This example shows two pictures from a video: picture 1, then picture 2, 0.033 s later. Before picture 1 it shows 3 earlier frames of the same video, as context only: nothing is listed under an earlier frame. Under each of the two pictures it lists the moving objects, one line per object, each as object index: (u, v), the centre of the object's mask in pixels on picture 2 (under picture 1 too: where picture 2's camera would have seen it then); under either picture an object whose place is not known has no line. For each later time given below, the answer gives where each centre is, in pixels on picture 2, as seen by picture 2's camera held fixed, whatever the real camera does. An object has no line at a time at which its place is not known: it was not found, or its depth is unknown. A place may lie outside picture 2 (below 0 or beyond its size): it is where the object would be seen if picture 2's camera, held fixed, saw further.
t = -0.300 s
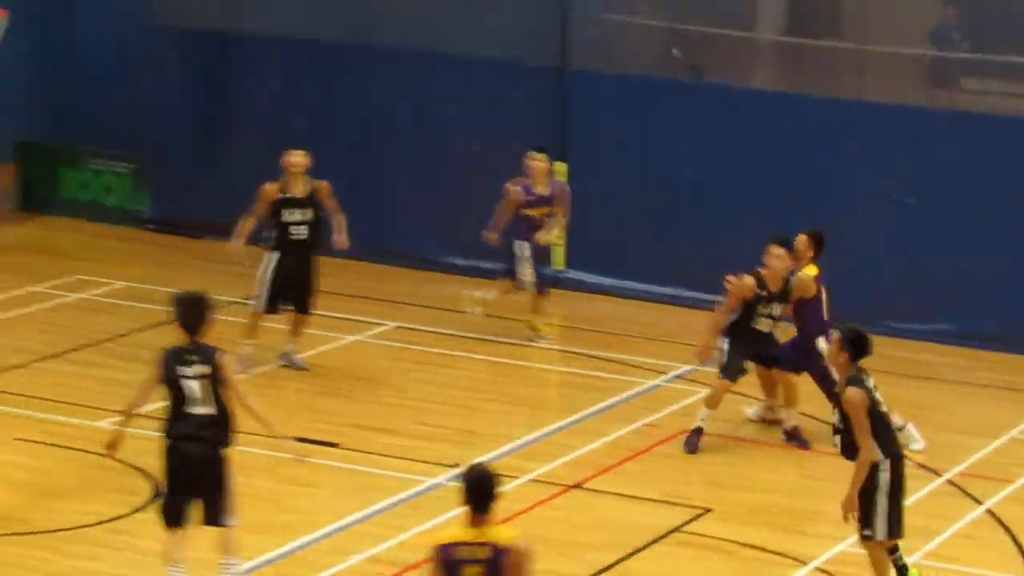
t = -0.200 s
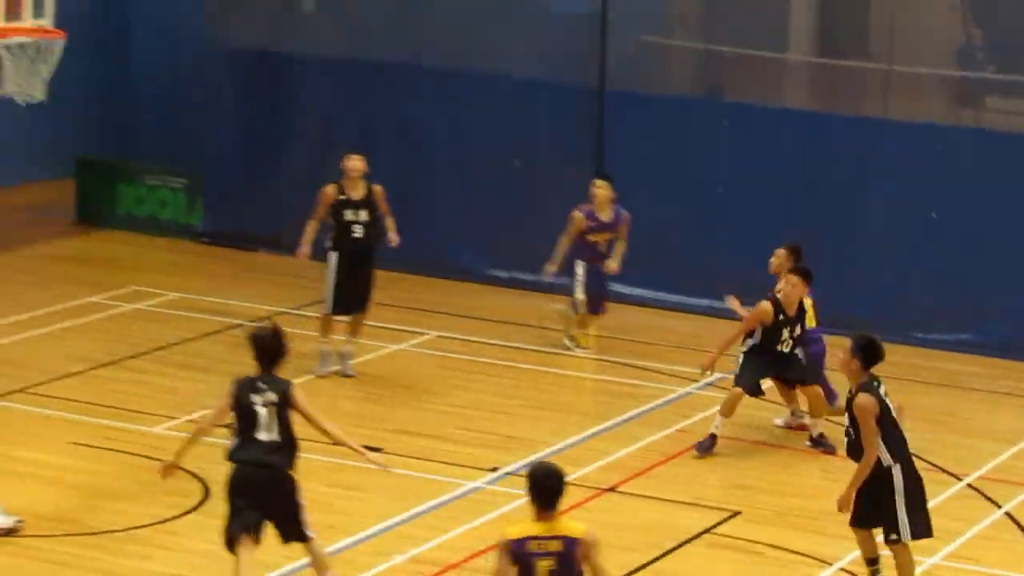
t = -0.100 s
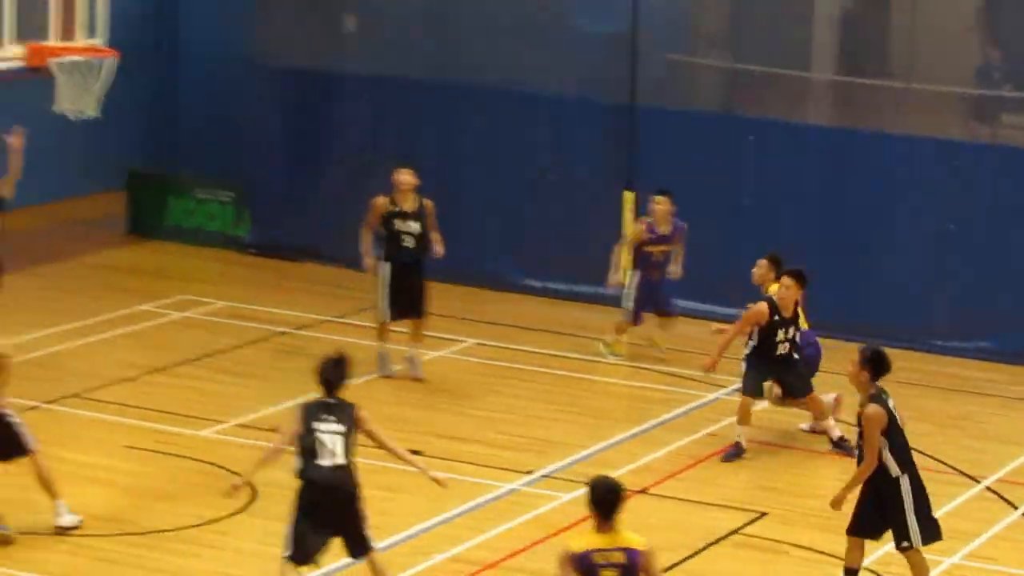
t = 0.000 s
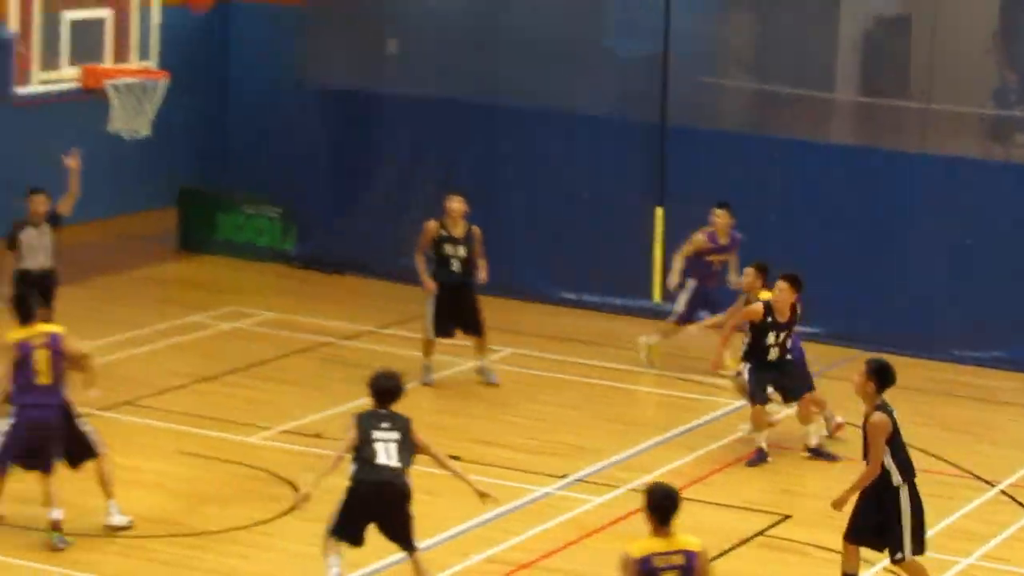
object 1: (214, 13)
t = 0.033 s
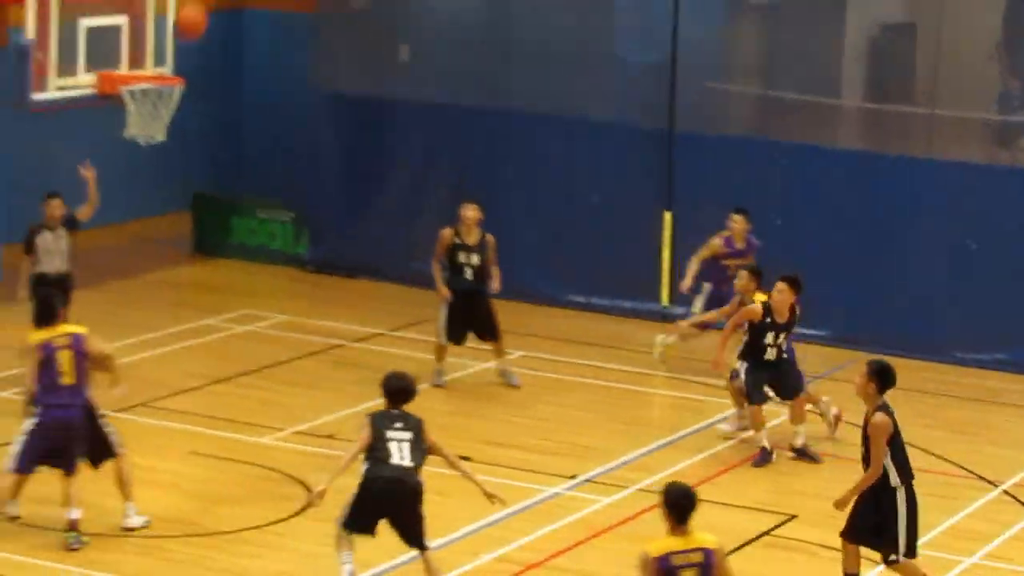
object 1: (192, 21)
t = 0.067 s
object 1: (169, 43)
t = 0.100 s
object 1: (148, 60)
